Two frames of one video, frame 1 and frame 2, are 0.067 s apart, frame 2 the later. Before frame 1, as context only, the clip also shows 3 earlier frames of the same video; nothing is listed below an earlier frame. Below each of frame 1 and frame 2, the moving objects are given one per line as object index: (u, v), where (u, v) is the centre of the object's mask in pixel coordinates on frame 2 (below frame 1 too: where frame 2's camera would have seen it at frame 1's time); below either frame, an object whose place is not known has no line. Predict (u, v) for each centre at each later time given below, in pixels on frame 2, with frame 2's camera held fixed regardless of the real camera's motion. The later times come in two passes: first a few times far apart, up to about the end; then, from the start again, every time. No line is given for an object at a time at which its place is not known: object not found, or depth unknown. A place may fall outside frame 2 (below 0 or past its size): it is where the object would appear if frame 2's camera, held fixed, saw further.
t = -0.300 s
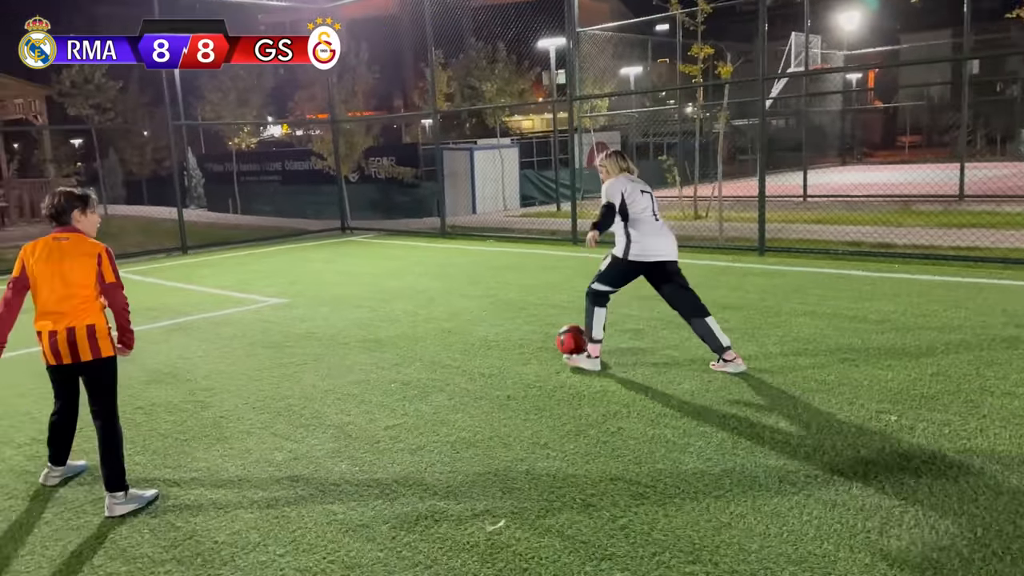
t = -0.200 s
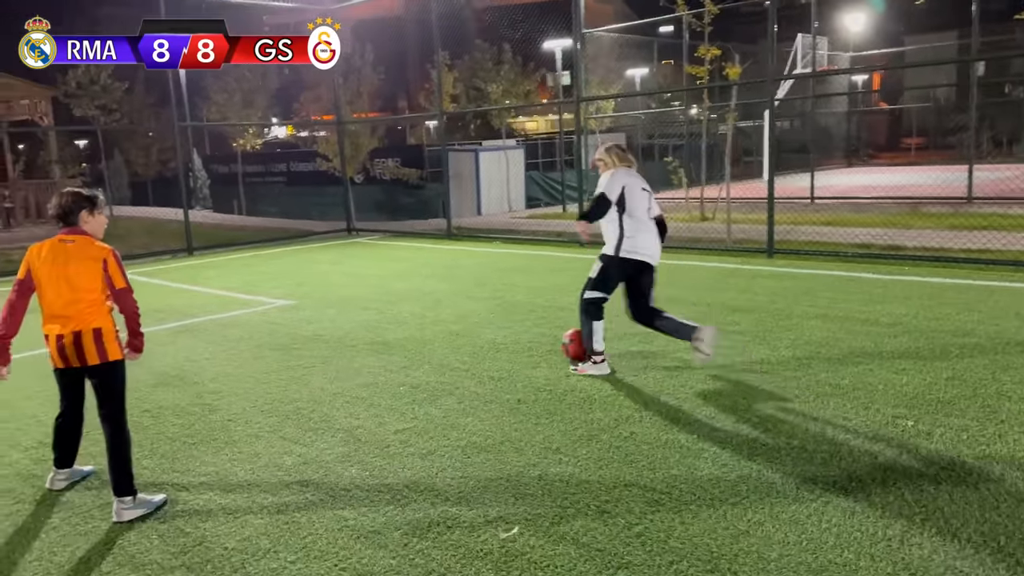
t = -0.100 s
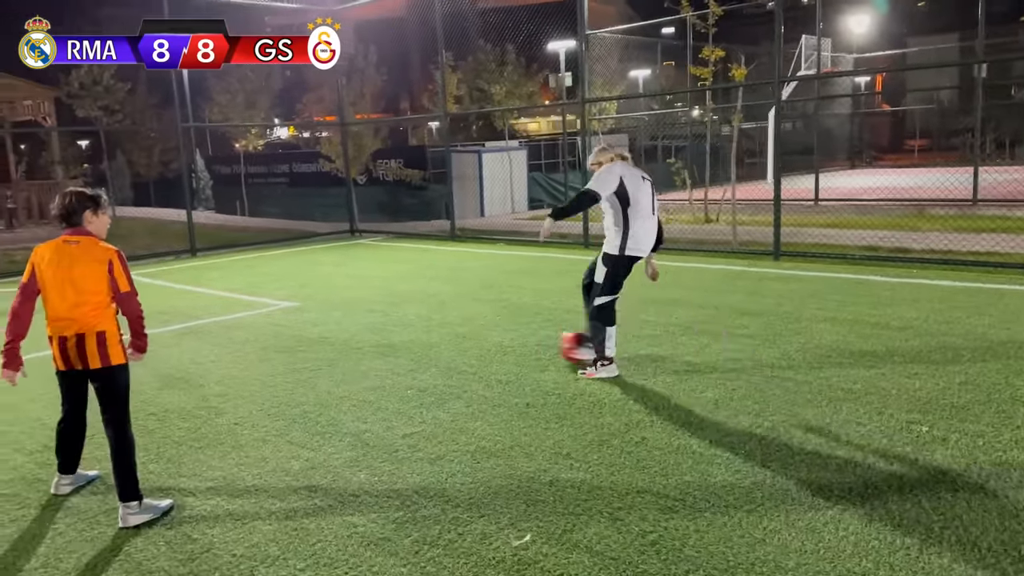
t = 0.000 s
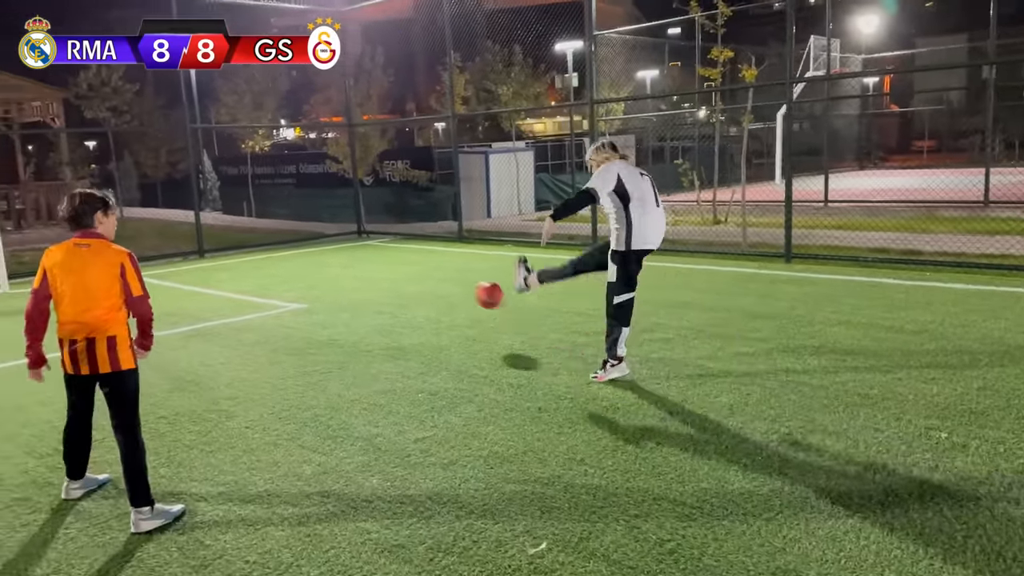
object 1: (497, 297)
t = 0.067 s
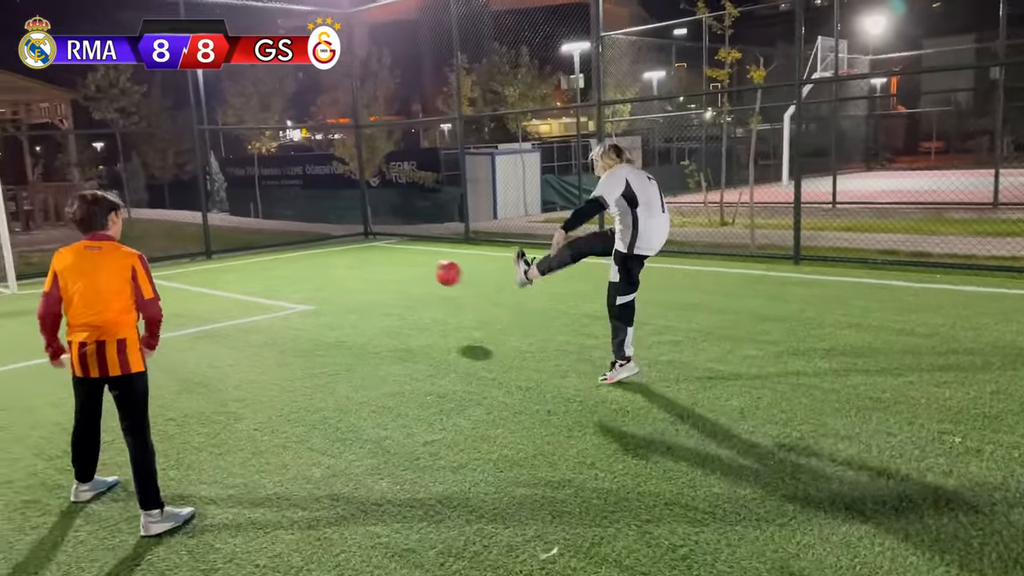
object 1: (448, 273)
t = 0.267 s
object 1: (345, 243)
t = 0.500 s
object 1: (276, 256)
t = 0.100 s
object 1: (426, 264)
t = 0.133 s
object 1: (407, 257)
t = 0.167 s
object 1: (389, 251)
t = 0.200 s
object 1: (373, 248)
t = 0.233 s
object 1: (358, 245)
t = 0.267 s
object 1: (345, 243)
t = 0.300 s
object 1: (332, 243)
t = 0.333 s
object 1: (321, 243)
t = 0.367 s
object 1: (310, 244)
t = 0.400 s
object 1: (301, 246)
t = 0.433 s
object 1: (292, 249)
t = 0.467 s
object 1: (283, 252)
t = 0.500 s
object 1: (276, 256)
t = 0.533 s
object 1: (269, 260)
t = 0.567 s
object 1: (263, 266)
